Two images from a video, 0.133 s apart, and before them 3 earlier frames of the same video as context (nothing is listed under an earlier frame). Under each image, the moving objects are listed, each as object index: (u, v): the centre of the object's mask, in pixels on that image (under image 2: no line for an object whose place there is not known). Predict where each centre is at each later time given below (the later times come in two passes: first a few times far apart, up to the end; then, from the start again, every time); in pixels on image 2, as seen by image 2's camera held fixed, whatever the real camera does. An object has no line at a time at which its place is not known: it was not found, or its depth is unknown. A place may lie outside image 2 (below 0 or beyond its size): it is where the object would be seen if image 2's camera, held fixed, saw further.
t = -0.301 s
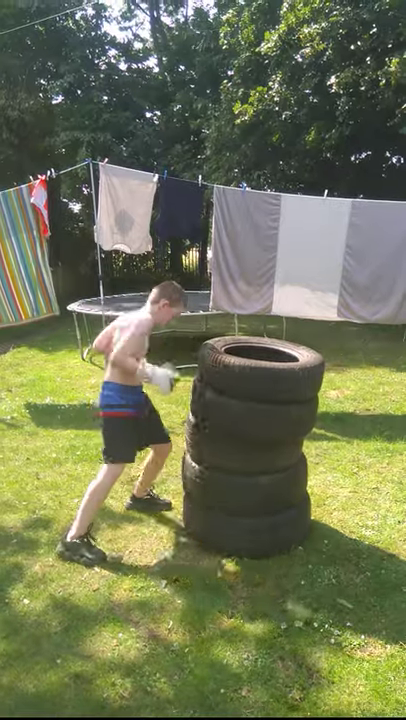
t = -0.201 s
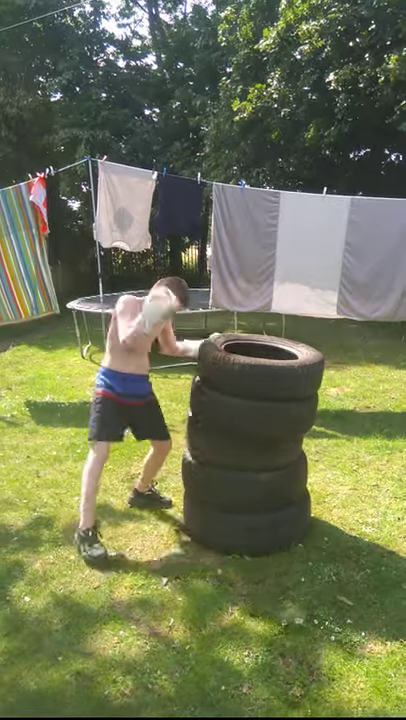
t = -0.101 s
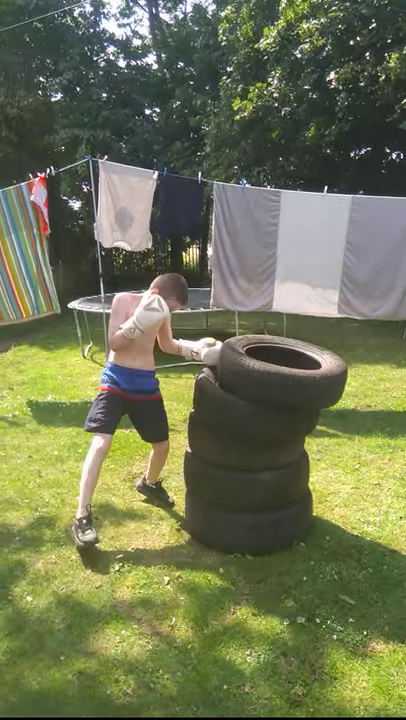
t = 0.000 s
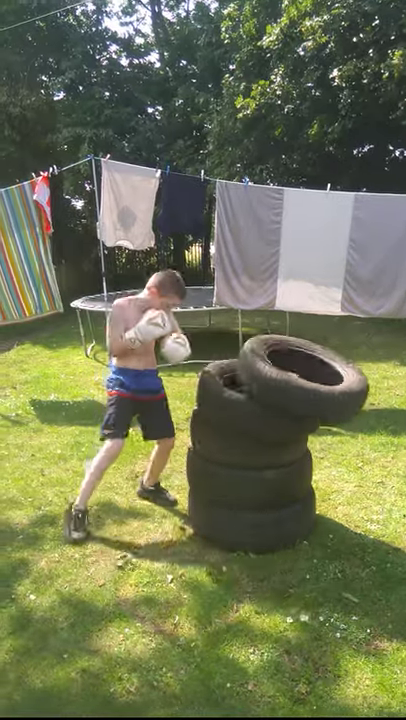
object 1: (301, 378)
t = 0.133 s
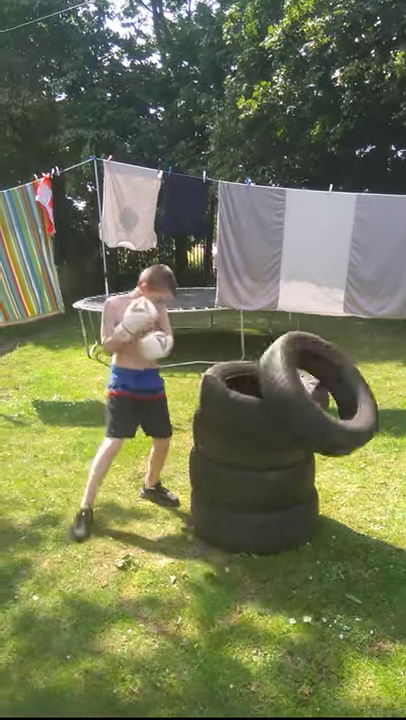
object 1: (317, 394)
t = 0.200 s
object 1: (324, 405)
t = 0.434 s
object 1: (352, 506)
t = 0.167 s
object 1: (321, 399)
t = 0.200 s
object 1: (324, 405)
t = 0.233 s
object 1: (325, 415)
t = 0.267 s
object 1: (329, 426)
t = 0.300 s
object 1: (333, 439)
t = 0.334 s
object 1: (337, 454)
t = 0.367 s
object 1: (342, 470)
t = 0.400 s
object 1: (346, 493)
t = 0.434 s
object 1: (352, 506)
